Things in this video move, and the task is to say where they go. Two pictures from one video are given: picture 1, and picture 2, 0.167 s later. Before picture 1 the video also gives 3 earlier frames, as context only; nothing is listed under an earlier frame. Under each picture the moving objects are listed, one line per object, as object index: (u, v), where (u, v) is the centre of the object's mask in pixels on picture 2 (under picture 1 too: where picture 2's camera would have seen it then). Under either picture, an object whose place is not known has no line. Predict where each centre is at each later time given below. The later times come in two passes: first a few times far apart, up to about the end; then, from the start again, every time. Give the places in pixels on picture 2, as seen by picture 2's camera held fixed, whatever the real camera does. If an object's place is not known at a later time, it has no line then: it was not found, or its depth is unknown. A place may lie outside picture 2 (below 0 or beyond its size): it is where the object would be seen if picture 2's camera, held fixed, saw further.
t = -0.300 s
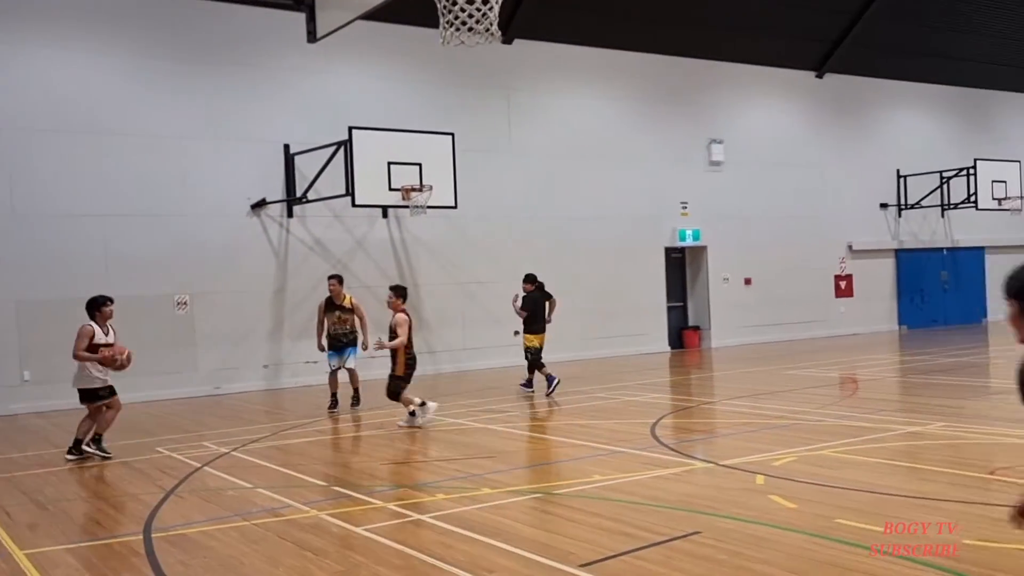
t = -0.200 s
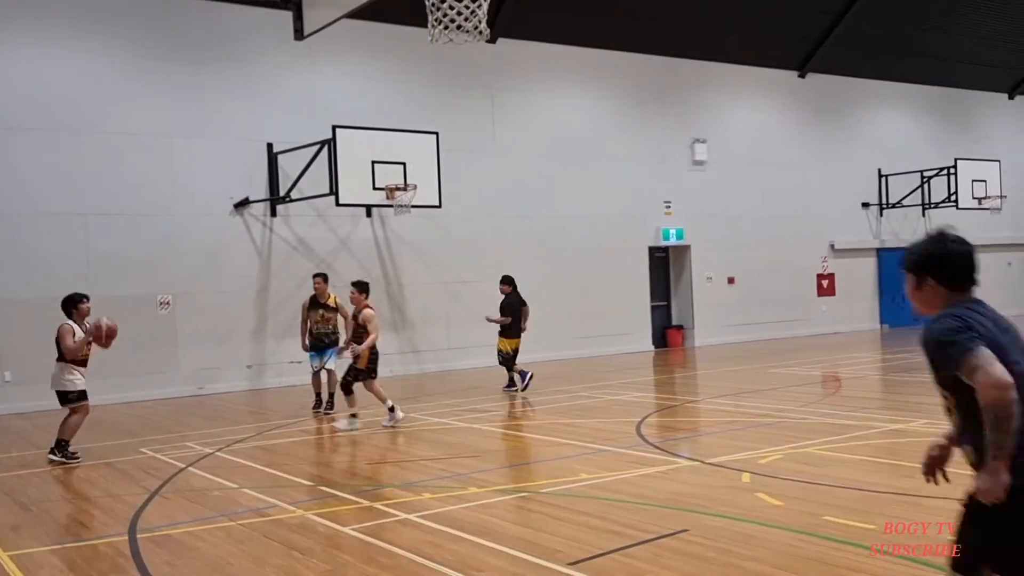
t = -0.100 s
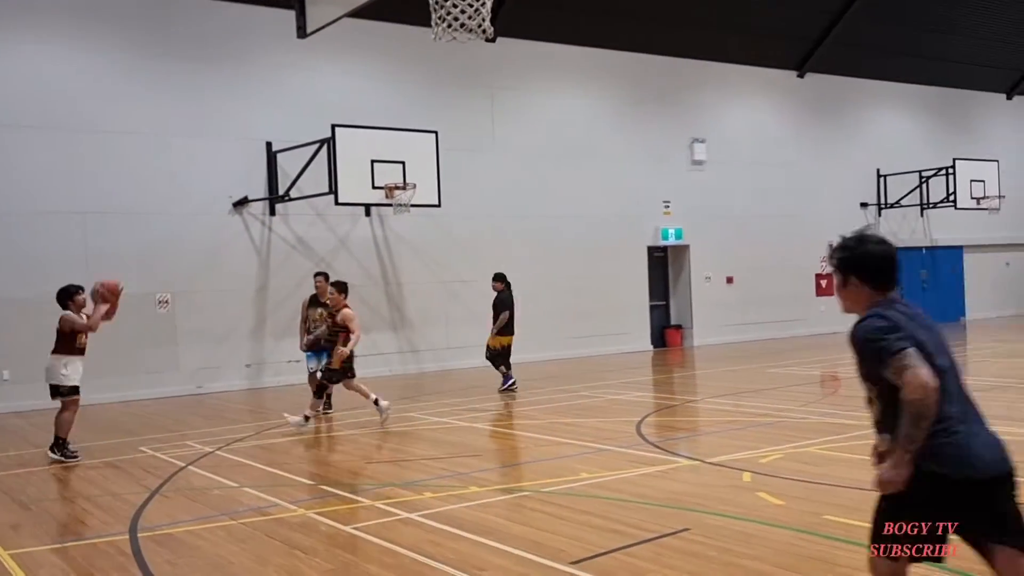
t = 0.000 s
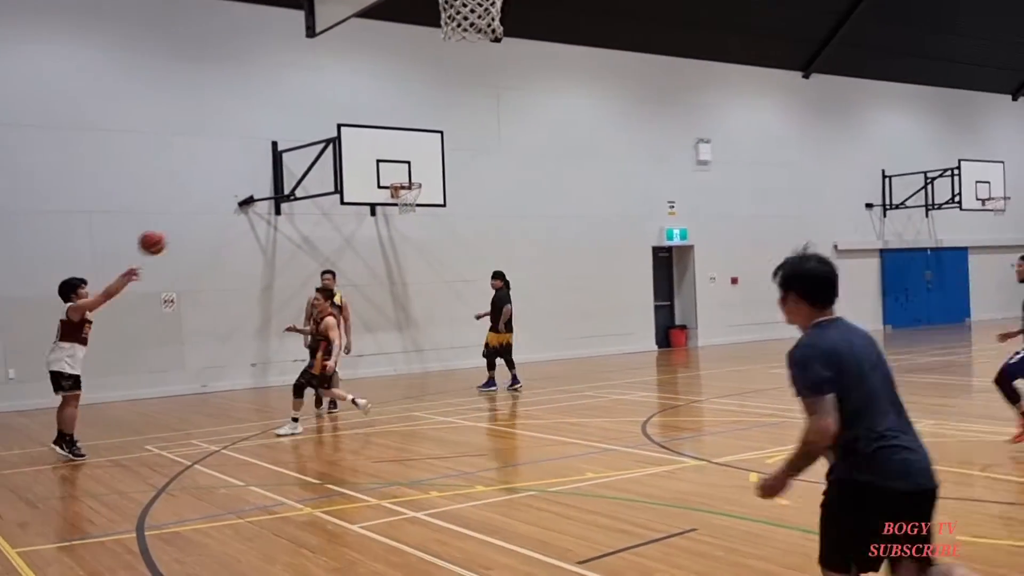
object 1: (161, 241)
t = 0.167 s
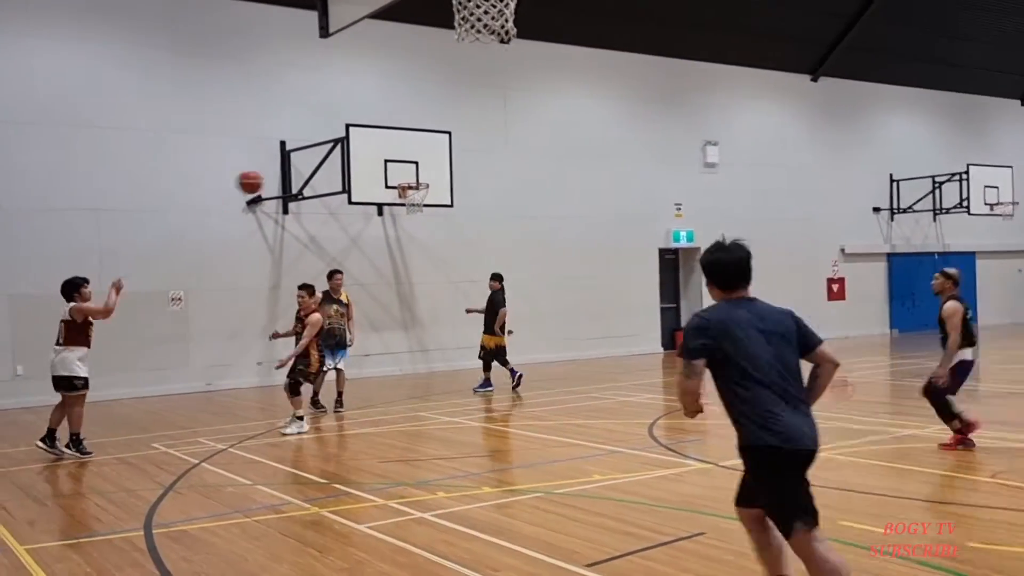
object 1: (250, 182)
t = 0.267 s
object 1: (301, 161)
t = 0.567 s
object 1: (450, 156)
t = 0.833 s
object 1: (575, 223)
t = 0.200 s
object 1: (267, 174)
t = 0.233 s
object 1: (285, 166)
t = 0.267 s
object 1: (301, 161)
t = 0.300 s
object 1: (318, 156)
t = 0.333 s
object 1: (335, 152)
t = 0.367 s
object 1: (352, 150)
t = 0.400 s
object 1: (369, 149)
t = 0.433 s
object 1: (385, 148)
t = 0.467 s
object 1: (402, 149)
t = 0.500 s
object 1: (418, 151)
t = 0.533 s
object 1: (434, 153)
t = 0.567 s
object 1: (450, 156)
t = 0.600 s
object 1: (465, 161)
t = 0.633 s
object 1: (481, 167)
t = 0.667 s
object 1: (497, 173)
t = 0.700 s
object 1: (513, 181)
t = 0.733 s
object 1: (528, 191)
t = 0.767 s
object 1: (544, 200)
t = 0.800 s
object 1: (559, 212)
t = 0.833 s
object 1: (575, 223)
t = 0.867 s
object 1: (589, 236)
